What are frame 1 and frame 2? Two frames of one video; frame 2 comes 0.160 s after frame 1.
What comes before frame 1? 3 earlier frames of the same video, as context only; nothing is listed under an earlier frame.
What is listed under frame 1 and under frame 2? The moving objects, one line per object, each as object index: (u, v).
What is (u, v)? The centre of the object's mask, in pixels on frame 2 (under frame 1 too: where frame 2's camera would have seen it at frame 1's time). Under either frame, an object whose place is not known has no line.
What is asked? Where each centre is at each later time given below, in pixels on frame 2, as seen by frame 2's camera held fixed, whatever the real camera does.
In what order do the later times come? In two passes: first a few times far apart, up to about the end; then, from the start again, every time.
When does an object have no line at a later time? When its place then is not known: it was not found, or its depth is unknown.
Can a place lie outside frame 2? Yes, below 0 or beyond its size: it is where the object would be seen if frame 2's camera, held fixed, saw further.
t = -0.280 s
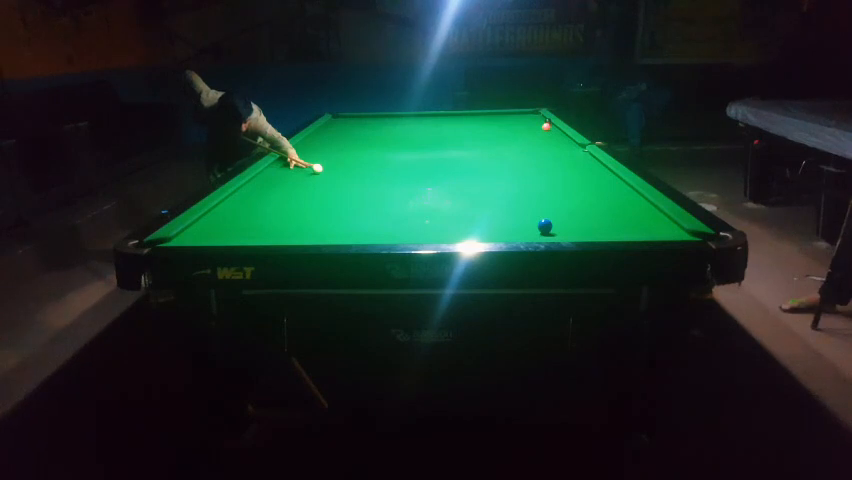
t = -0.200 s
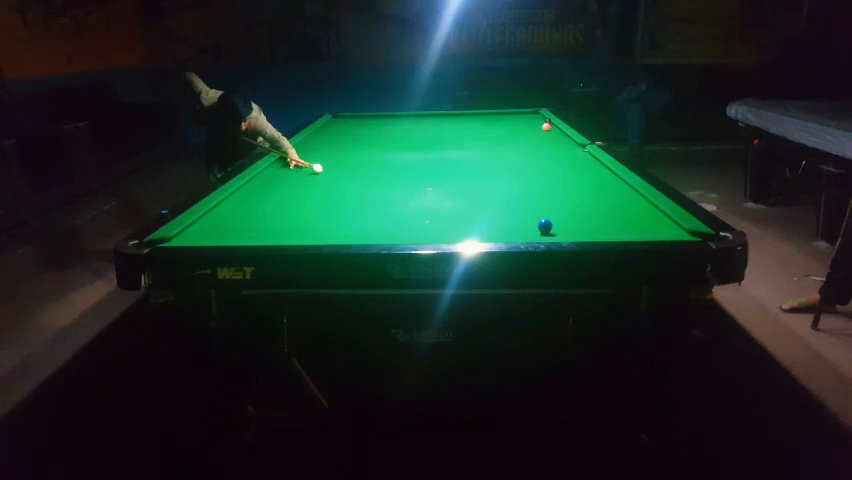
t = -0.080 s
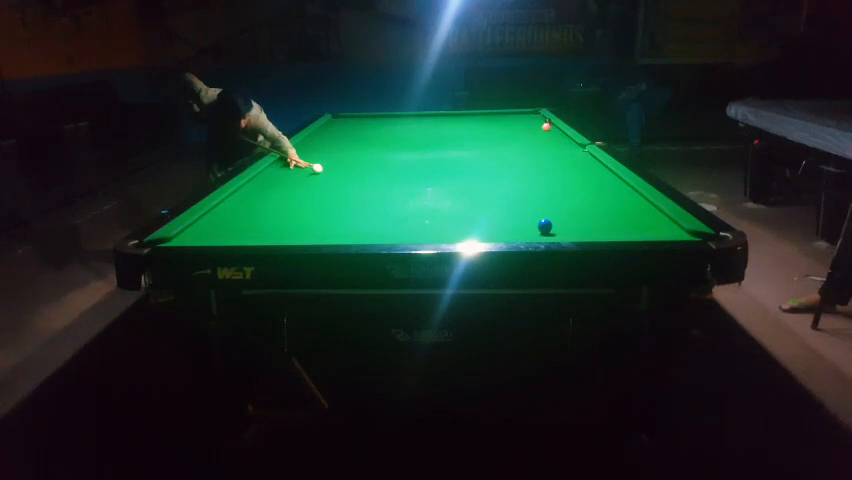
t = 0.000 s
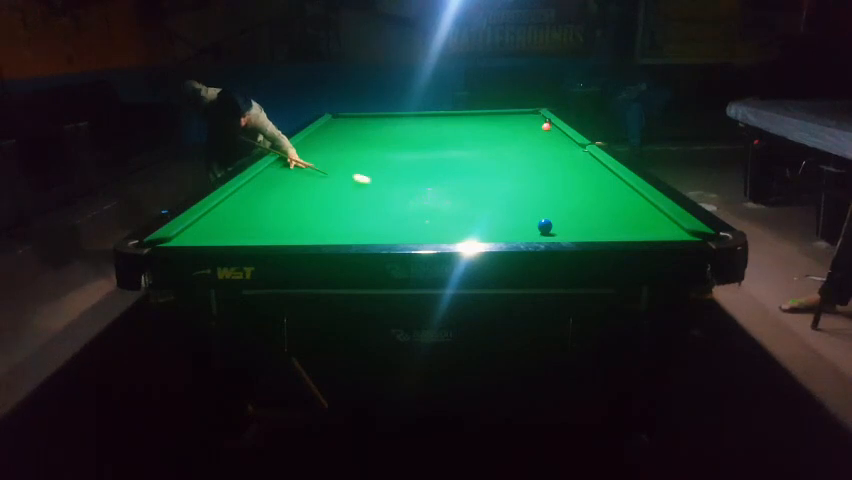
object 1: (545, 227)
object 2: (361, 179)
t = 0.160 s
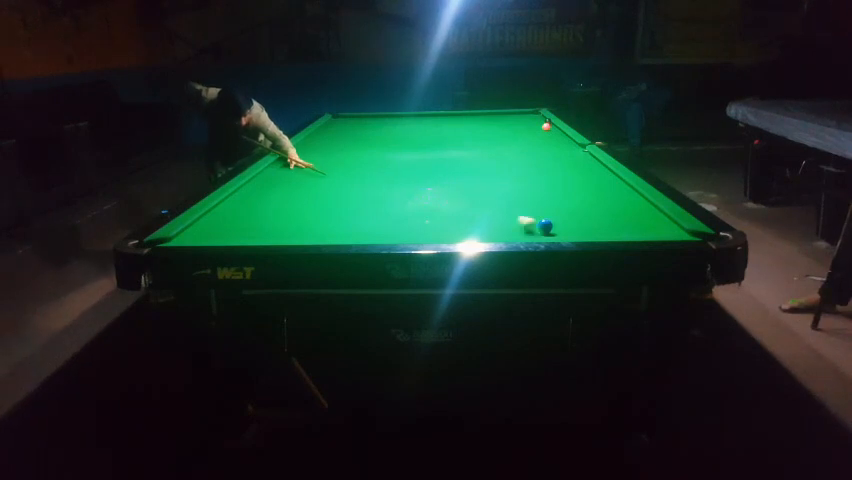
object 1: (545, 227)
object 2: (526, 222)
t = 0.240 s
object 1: (631, 231)
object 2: (526, 233)
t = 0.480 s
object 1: (610, 232)
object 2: (505, 202)
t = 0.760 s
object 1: (518, 233)
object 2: (490, 180)
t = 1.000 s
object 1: (454, 233)
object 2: (481, 166)
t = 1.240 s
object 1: (401, 233)
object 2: (476, 156)
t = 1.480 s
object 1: (358, 233)
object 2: (472, 149)
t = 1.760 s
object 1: (323, 233)
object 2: (470, 142)
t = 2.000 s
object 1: (305, 233)
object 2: (468, 138)
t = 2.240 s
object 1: (296, 233)
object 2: (467, 135)
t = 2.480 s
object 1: (296, 233)
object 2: (467, 133)
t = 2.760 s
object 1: (296, 233)
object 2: (469, 132)
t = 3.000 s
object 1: (296, 233)
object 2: (469, 132)
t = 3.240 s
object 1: (296, 233)
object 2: (469, 132)
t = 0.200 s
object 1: (597, 229)
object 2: (527, 231)
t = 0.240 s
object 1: (631, 231)
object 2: (526, 233)
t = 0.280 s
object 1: (671, 231)
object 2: (519, 228)
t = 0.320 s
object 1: (678, 231)
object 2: (516, 222)
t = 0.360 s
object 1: (661, 231)
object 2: (513, 217)
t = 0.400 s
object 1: (644, 232)
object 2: (510, 211)
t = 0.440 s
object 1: (626, 232)
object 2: (507, 207)
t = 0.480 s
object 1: (610, 232)
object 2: (505, 202)
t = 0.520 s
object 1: (595, 232)
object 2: (502, 199)
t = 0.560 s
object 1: (581, 232)
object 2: (500, 195)
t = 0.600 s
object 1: (570, 232)
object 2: (498, 192)
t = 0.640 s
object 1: (557, 232)
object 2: (496, 189)
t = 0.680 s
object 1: (543, 232)
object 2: (494, 185)
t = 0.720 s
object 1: (530, 233)
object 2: (492, 182)
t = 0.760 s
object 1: (518, 233)
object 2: (490, 180)
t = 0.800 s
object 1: (505, 232)
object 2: (488, 177)
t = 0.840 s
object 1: (494, 233)
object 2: (486, 174)
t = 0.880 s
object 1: (482, 232)
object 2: (485, 172)
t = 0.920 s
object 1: (475, 232)
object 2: (484, 171)
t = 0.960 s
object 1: (464, 233)
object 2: (482, 168)
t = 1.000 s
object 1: (454, 233)
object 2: (481, 166)
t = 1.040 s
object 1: (444, 233)
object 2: (480, 165)
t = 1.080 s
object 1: (434, 233)
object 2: (479, 163)
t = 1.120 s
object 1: (424, 233)
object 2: (478, 161)
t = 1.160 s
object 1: (415, 233)
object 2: (477, 159)
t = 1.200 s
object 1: (407, 233)
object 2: (476, 157)
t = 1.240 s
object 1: (401, 233)
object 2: (476, 156)
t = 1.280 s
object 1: (393, 233)
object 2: (475, 155)
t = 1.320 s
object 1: (385, 233)
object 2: (474, 154)
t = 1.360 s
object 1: (378, 233)
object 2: (474, 152)
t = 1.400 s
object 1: (371, 233)
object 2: (473, 151)
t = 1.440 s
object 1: (364, 233)
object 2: (472, 150)
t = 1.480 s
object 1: (358, 233)
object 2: (472, 149)
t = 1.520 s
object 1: (352, 233)
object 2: (472, 147)
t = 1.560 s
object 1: (346, 233)
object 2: (471, 146)
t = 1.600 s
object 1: (342, 233)
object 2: (471, 146)
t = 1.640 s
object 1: (337, 233)
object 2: (470, 144)
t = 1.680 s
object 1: (332, 233)
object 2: (470, 144)
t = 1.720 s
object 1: (327, 233)
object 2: (470, 143)
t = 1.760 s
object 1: (323, 233)
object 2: (470, 142)
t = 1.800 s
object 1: (319, 233)
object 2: (469, 141)
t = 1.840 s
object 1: (315, 233)
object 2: (469, 140)
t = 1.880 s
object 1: (312, 233)
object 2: (469, 140)
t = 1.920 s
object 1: (310, 233)
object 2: (469, 139)
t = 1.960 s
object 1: (307, 233)
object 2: (469, 139)
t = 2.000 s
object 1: (305, 233)
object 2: (468, 138)
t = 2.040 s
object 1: (303, 233)
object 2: (468, 138)
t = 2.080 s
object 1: (301, 233)
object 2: (468, 137)
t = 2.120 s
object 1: (299, 233)
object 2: (468, 136)
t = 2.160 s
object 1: (298, 233)
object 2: (468, 136)
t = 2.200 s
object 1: (297, 233)
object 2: (468, 135)
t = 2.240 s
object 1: (296, 233)
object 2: (467, 135)
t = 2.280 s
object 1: (296, 233)
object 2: (468, 135)
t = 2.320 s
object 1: (296, 233)
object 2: (467, 134)
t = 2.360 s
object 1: (296, 233)
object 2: (467, 134)
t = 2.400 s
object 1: (296, 233)
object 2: (467, 134)
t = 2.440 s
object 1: (296, 233)
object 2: (468, 134)
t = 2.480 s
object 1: (296, 233)
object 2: (467, 133)
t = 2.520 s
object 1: (296, 233)
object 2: (468, 133)
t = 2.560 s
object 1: (296, 233)
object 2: (468, 132)
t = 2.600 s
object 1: (296, 233)
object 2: (468, 132)
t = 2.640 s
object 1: (296, 233)
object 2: (468, 132)
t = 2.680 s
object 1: (296, 233)
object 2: (468, 132)
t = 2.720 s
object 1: (296, 233)
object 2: (468, 132)
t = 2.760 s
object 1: (296, 233)
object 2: (469, 132)
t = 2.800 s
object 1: (296, 233)
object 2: (469, 132)
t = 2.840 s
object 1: (296, 233)
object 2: (469, 132)
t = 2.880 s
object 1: (296, 233)
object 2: (469, 132)
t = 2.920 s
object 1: (296, 233)
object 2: (469, 132)
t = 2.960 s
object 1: (296, 233)
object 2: (469, 132)
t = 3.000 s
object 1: (296, 233)
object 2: (469, 132)
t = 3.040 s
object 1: (296, 233)
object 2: (469, 132)
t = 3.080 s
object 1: (296, 233)
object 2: (469, 132)
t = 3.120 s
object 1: (296, 233)
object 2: (469, 132)
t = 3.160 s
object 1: (296, 233)
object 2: (469, 132)
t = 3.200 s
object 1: (296, 233)
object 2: (469, 132)
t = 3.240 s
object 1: (296, 233)
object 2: (469, 132)
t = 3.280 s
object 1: (296, 233)
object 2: (469, 132)
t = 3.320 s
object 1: (296, 233)
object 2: (469, 132)
